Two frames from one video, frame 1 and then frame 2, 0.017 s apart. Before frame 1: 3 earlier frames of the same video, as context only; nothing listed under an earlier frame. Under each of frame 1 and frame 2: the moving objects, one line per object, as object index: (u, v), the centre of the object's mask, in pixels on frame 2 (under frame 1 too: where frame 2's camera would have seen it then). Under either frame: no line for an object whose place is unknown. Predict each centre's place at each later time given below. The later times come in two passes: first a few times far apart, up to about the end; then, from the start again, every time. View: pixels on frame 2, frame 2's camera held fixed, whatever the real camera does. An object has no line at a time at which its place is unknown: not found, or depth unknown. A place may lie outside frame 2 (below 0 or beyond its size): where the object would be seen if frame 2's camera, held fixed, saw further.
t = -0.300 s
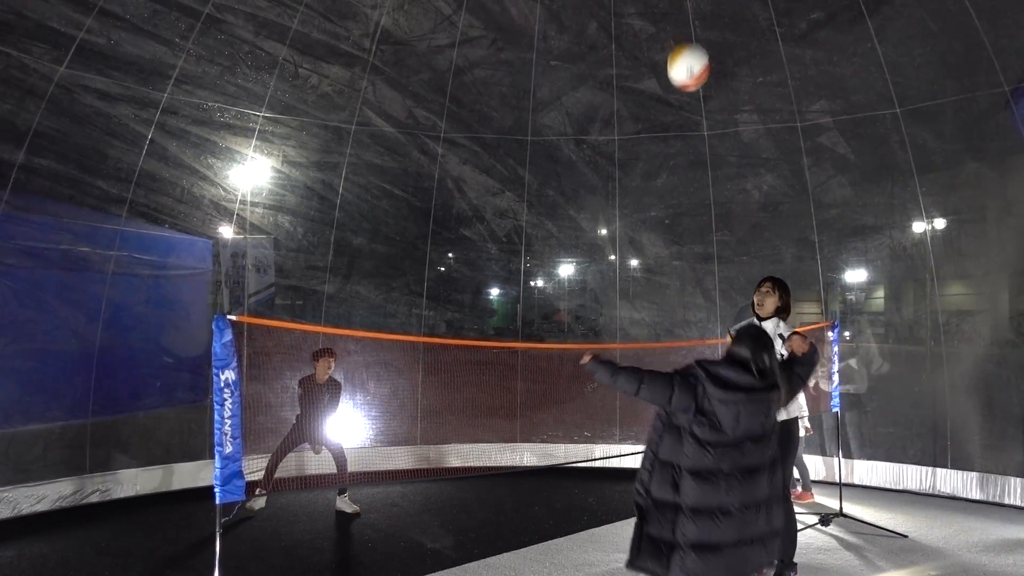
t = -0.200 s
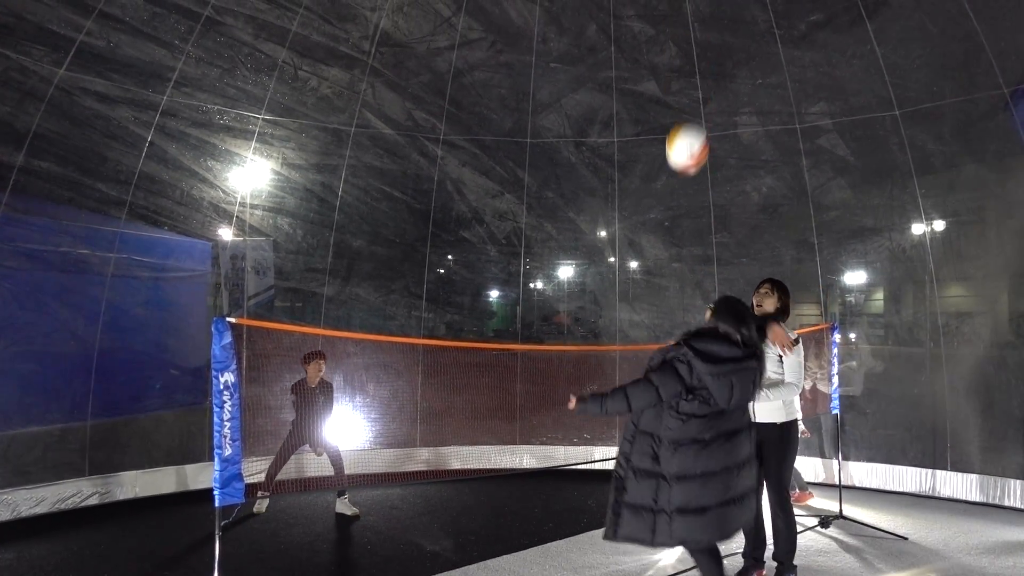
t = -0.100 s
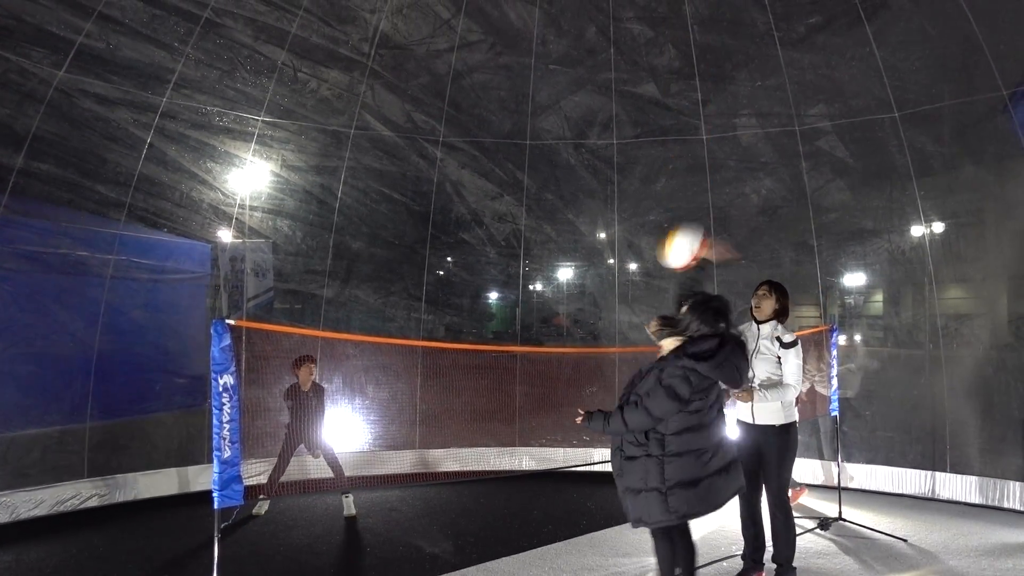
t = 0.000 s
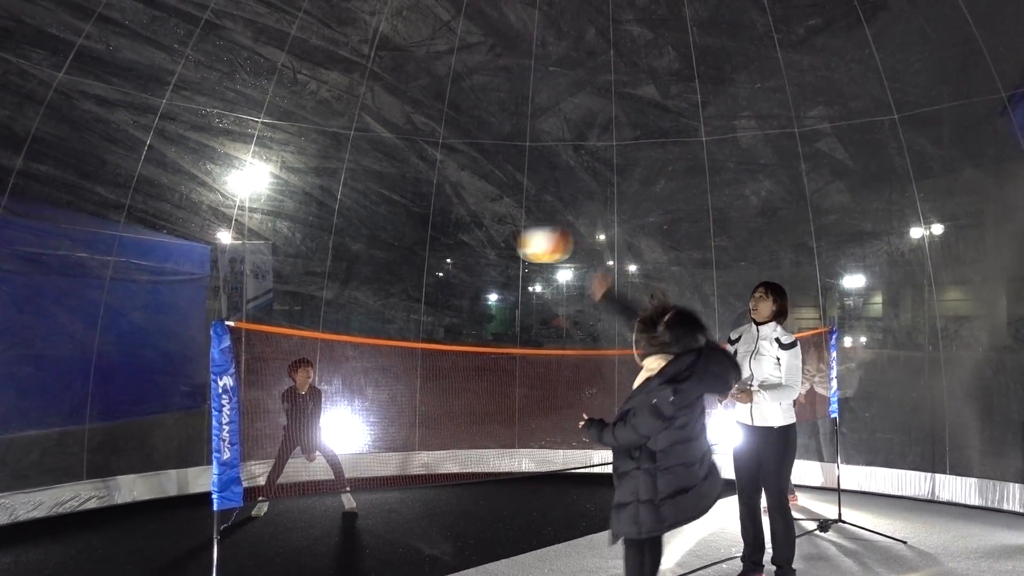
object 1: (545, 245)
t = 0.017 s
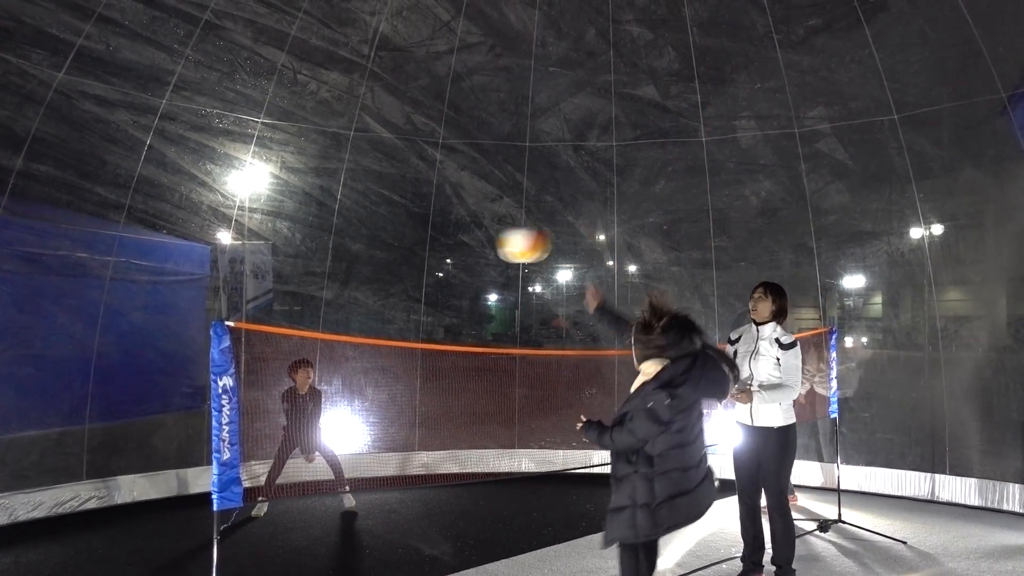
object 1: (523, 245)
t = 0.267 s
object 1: (277, 295)
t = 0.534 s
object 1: (107, 413)
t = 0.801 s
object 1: (93, 500)
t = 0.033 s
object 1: (503, 246)
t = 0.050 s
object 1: (483, 247)
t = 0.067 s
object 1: (464, 248)
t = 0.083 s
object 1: (446, 250)
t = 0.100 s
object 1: (428, 252)
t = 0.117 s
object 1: (411, 255)
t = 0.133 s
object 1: (394, 258)
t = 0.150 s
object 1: (378, 262)
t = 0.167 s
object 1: (363, 265)
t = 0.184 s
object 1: (347, 270)
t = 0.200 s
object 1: (332, 275)
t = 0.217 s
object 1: (318, 279)
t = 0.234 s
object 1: (304, 284)
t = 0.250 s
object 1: (291, 289)
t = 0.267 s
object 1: (277, 295)
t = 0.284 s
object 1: (264, 302)
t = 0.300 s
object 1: (250, 308)
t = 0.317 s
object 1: (240, 311)
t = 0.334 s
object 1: (228, 315)
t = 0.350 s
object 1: (209, 326)
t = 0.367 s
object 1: (200, 334)
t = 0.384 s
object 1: (193, 341)
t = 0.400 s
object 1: (183, 348)
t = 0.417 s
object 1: (173, 356)
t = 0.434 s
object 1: (162, 363)
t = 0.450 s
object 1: (153, 371)
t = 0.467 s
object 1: (143, 379)
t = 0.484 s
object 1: (134, 388)
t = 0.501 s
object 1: (124, 396)
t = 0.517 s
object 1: (116, 404)
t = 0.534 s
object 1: (107, 413)
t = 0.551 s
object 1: (98, 422)
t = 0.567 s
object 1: (90, 431)
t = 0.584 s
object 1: (81, 440)
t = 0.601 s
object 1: (74, 448)
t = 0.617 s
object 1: (73, 454)
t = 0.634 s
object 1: (75, 460)
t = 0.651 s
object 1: (76, 466)
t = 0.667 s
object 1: (78, 472)
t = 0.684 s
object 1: (79, 477)
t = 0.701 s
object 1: (81, 486)
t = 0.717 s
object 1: (82, 494)
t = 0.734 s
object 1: (83, 503)
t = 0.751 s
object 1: (86, 510)
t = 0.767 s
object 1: (88, 508)
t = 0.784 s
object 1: (91, 504)
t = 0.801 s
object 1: (93, 500)
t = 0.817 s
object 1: (94, 496)
